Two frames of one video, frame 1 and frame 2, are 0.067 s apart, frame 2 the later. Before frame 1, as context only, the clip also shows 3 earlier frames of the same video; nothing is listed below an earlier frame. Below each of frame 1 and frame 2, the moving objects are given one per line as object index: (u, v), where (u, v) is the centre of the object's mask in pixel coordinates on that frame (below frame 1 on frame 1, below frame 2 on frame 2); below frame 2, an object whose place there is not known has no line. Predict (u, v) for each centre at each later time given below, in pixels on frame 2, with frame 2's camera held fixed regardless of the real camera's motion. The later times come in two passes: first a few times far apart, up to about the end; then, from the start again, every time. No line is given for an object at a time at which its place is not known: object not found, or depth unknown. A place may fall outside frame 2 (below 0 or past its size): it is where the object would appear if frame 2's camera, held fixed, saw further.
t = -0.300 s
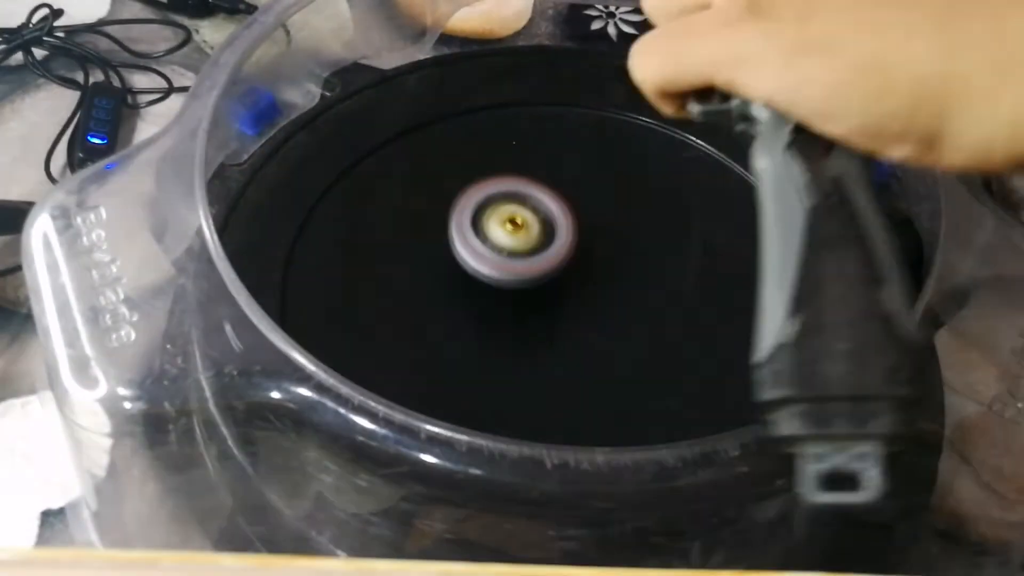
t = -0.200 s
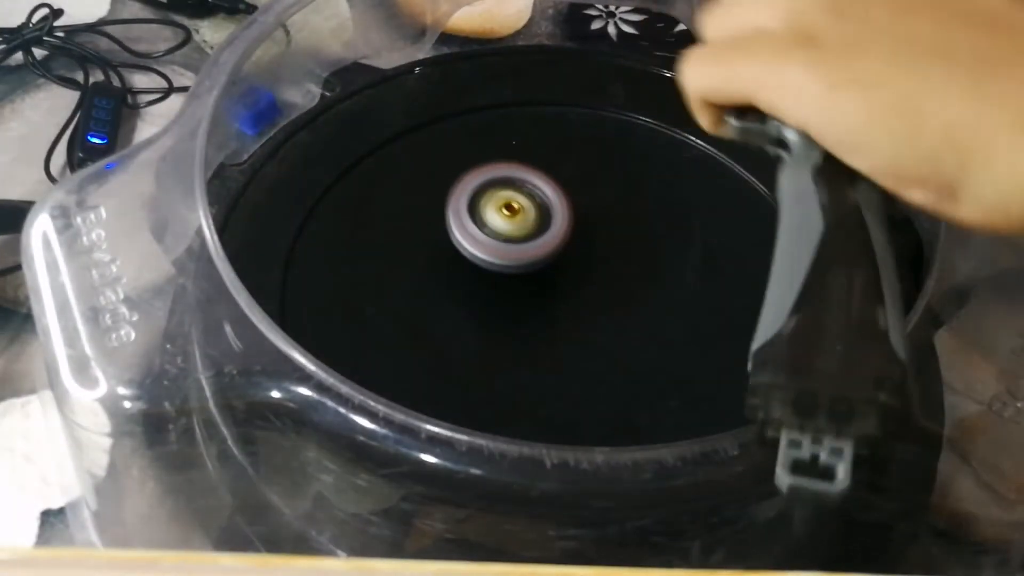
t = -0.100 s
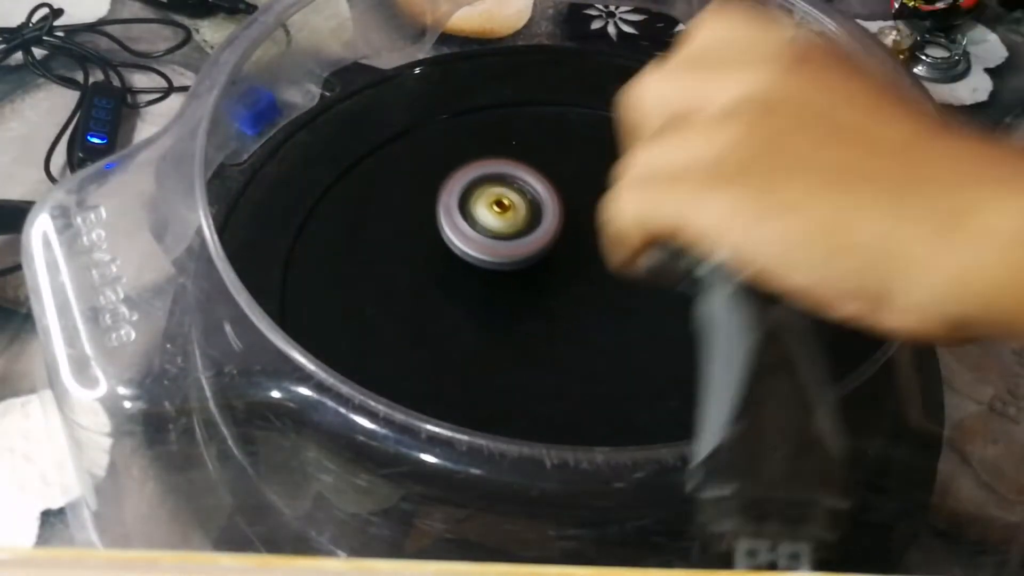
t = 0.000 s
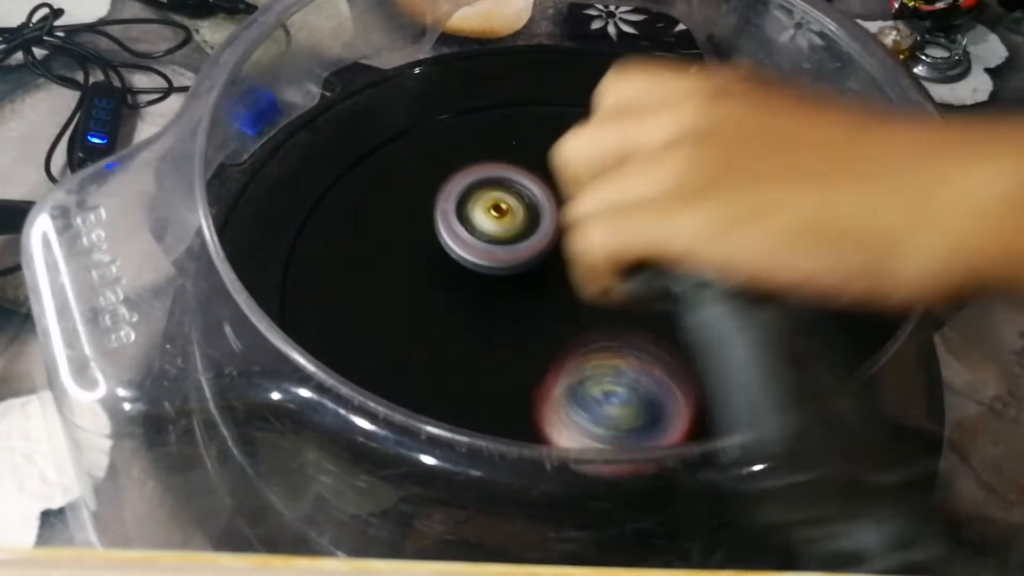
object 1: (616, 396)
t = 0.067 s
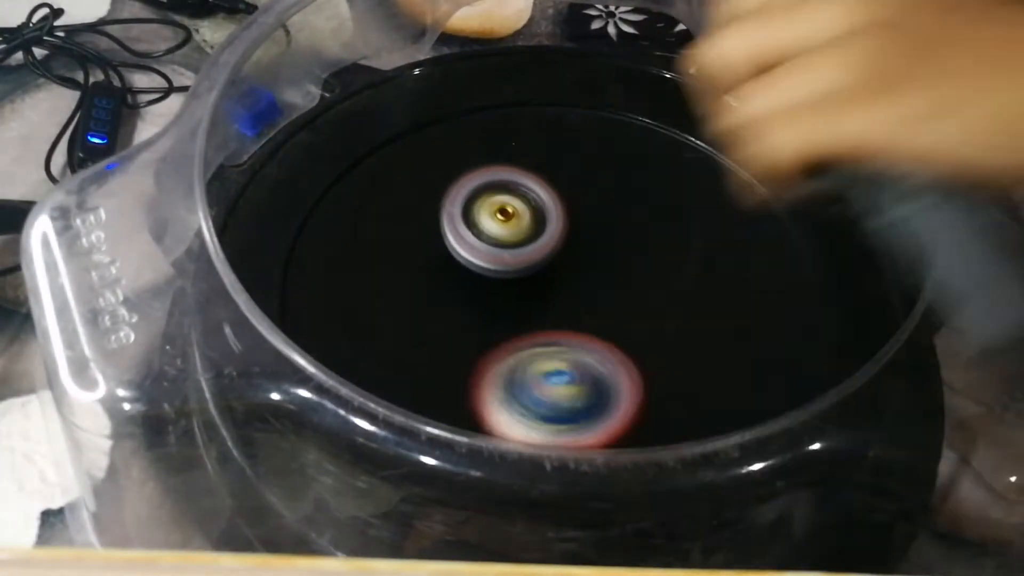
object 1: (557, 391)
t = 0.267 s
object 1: (449, 401)
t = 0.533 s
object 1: (492, 413)
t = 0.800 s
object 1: (474, 306)
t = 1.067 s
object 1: (313, 334)
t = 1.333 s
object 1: (602, 381)
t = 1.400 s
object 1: (612, 388)
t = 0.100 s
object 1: (526, 395)
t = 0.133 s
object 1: (491, 425)
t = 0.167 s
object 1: (474, 413)
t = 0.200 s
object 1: (463, 411)
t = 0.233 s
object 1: (451, 412)
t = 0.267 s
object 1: (449, 401)
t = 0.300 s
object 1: (449, 396)
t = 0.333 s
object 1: (452, 393)
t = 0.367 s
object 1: (460, 387)
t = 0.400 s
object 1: (466, 388)
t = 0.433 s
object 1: (472, 392)
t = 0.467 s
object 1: (479, 395)
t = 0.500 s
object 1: (486, 398)
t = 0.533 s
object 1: (492, 413)
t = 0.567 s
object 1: (507, 403)
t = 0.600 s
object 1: (517, 400)
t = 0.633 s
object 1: (525, 394)
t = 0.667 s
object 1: (528, 382)
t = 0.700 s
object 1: (524, 363)
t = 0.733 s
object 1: (513, 343)
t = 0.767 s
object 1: (496, 323)
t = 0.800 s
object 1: (474, 306)
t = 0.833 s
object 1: (449, 292)
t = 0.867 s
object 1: (421, 283)
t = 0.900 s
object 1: (393, 277)
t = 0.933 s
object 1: (365, 277)
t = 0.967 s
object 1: (338, 283)
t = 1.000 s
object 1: (322, 291)
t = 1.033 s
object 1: (316, 303)
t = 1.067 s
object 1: (313, 334)
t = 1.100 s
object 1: (329, 360)
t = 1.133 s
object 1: (354, 388)
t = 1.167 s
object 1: (388, 414)
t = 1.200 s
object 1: (432, 432)
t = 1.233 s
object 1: (479, 438)
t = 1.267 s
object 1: (527, 430)
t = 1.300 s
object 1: (570, 400)
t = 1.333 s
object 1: (602, 381)
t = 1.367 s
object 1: (623, 353)
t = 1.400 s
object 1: (612, 388)
